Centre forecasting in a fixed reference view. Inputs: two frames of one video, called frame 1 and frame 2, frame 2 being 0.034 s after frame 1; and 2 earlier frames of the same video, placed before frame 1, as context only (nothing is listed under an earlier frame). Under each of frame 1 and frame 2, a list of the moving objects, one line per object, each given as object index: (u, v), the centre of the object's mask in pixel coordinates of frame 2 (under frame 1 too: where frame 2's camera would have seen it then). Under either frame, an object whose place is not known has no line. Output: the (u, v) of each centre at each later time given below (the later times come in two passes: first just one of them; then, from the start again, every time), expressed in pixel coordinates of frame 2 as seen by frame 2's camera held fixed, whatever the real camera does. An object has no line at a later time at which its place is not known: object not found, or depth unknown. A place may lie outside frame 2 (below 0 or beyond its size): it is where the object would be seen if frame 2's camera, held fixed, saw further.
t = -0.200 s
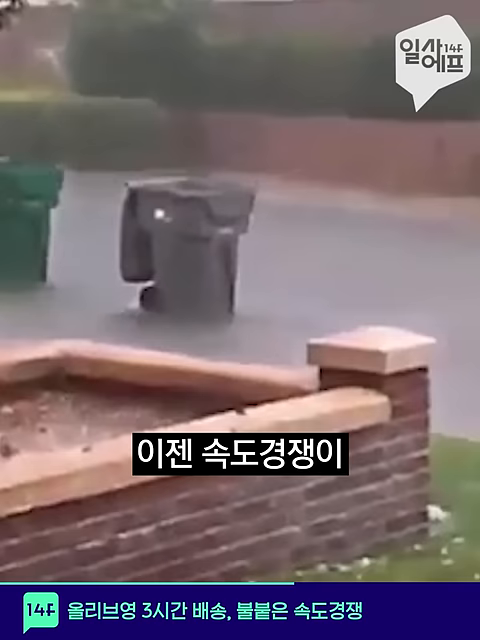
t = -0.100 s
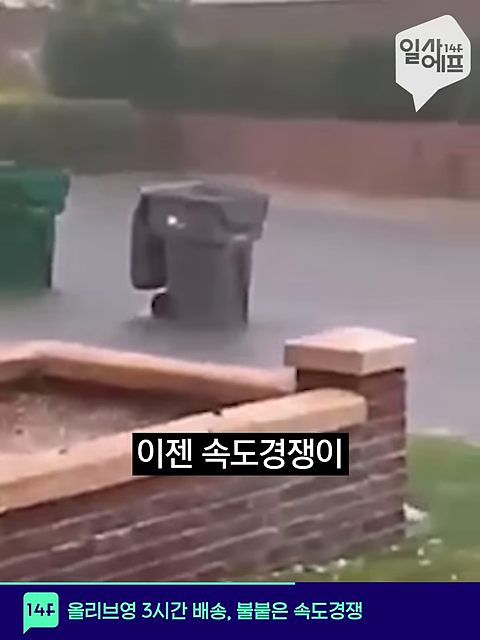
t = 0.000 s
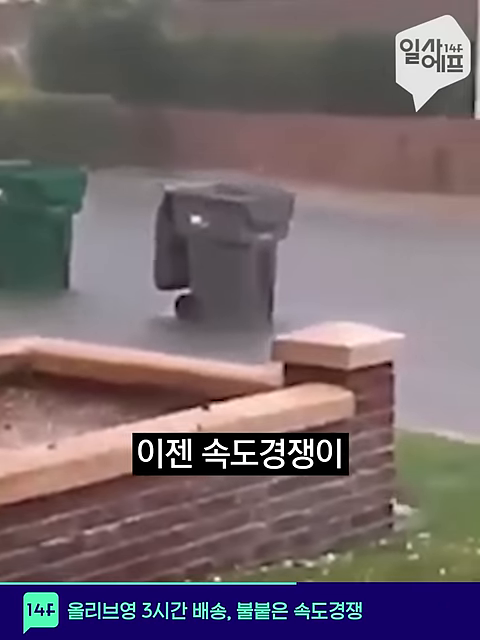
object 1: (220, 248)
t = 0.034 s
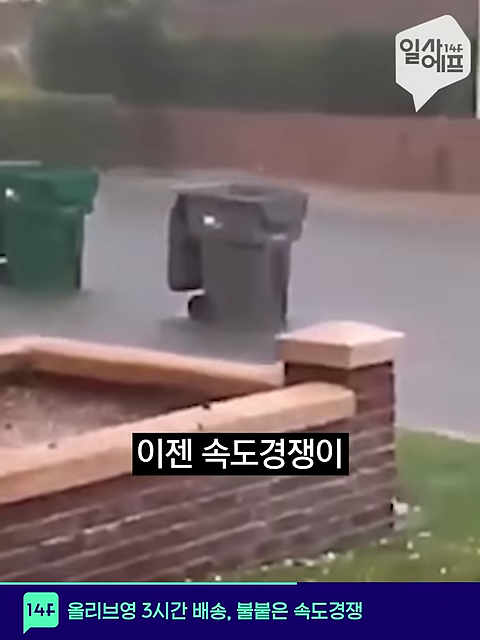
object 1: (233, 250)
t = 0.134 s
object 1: (271, 255)
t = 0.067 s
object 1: (246, 253)
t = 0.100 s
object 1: (258, 254)
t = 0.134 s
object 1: (271, 255)
